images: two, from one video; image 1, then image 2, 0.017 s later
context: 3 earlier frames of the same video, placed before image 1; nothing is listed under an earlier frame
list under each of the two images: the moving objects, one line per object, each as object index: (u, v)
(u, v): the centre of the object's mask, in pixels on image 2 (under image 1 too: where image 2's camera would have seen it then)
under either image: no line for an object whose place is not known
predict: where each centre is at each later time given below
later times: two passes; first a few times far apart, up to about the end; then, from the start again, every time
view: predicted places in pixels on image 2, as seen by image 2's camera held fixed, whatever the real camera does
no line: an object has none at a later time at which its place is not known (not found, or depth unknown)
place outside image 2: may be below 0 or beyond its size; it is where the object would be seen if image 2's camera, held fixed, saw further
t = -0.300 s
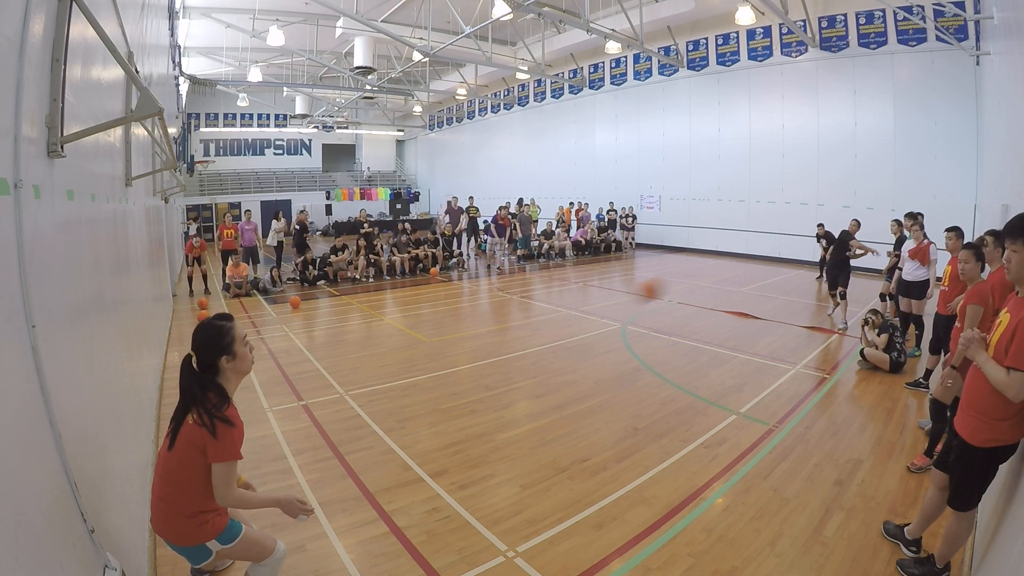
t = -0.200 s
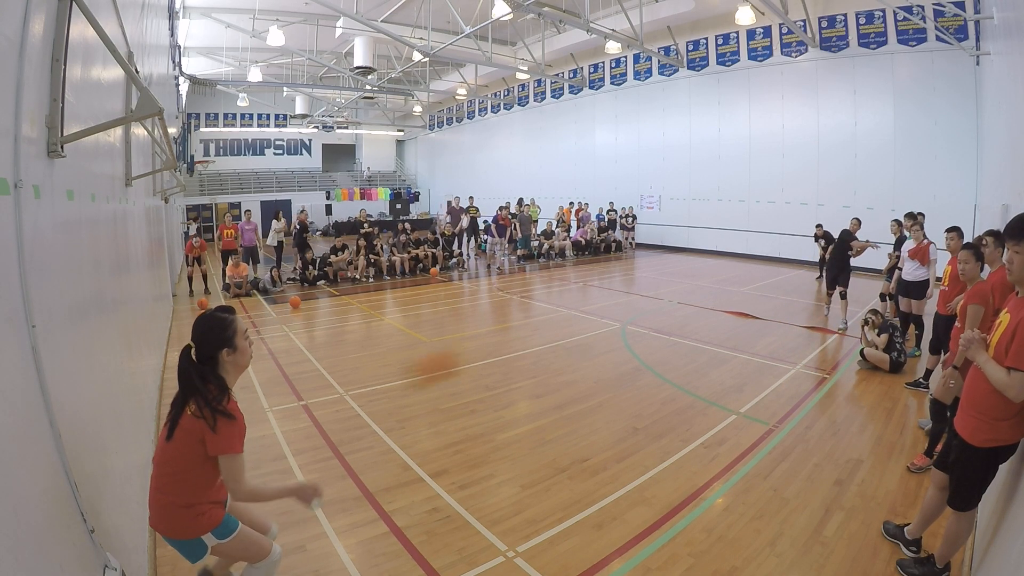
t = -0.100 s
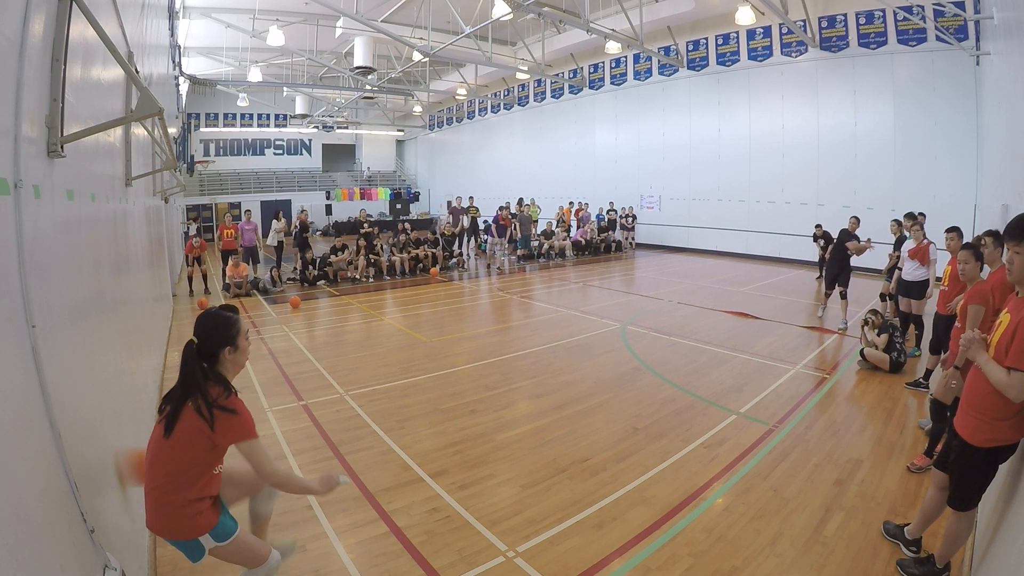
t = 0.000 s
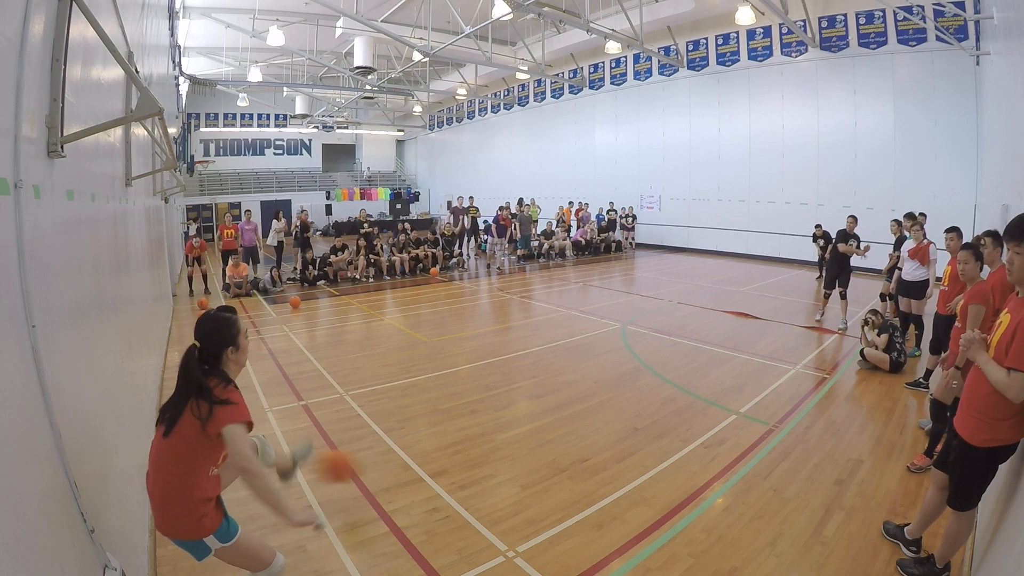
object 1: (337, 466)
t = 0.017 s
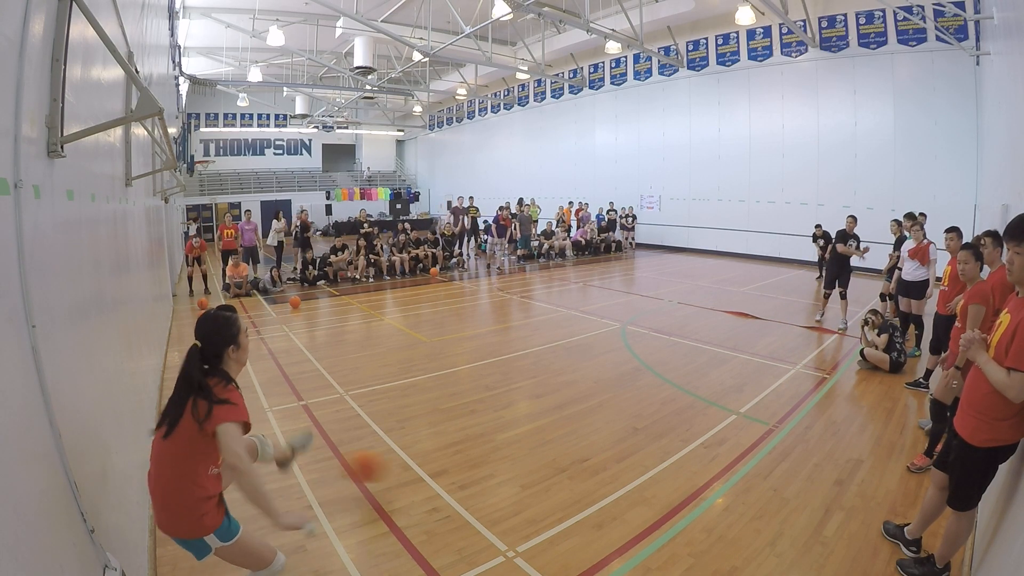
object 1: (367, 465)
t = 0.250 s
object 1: (590, 381)
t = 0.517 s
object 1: (723, 358)
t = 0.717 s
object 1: (782, 339)
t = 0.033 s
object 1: (391, 467)
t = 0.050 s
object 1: (418, 468)
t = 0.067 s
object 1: (437, 465)
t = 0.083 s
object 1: (453, 456)
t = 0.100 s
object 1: (468, 445)
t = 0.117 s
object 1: (483, 436)
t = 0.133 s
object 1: (498, 427)
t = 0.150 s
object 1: (511, 419)
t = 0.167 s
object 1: (527, 412)
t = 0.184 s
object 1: (540, 405)
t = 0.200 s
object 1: (552, 398)
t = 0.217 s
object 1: (565, 392)
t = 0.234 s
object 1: (577, 386)
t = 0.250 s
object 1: (590, 381)
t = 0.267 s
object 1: (601, 377)
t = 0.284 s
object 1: (611, 373)
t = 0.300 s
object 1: (621, 370)
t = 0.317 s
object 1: (631, 366)
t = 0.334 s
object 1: (641, 364)
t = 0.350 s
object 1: (650, 362)
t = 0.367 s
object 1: (659, 360)
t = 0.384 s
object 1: (667, 358)
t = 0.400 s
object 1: (676, 357)
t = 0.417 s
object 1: (683, 356)
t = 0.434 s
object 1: (691, 356)
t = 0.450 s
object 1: (698, 356)
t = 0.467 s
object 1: (705, 356)
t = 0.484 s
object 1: (711, 357)
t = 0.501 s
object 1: (717, 357)
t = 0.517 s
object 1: (723, 358)
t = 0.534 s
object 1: (729, 360)
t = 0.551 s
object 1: (734, 361)
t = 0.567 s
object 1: (739, 363)
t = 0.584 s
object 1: (744, 365)
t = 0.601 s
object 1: (749, 367)
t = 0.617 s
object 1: (754, 364)
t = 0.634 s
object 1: (759, 359)
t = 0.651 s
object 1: (764, 354)
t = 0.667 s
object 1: (768, 350)
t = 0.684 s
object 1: (773, 346)
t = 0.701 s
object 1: (777, 342)
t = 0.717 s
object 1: (782, 339)
